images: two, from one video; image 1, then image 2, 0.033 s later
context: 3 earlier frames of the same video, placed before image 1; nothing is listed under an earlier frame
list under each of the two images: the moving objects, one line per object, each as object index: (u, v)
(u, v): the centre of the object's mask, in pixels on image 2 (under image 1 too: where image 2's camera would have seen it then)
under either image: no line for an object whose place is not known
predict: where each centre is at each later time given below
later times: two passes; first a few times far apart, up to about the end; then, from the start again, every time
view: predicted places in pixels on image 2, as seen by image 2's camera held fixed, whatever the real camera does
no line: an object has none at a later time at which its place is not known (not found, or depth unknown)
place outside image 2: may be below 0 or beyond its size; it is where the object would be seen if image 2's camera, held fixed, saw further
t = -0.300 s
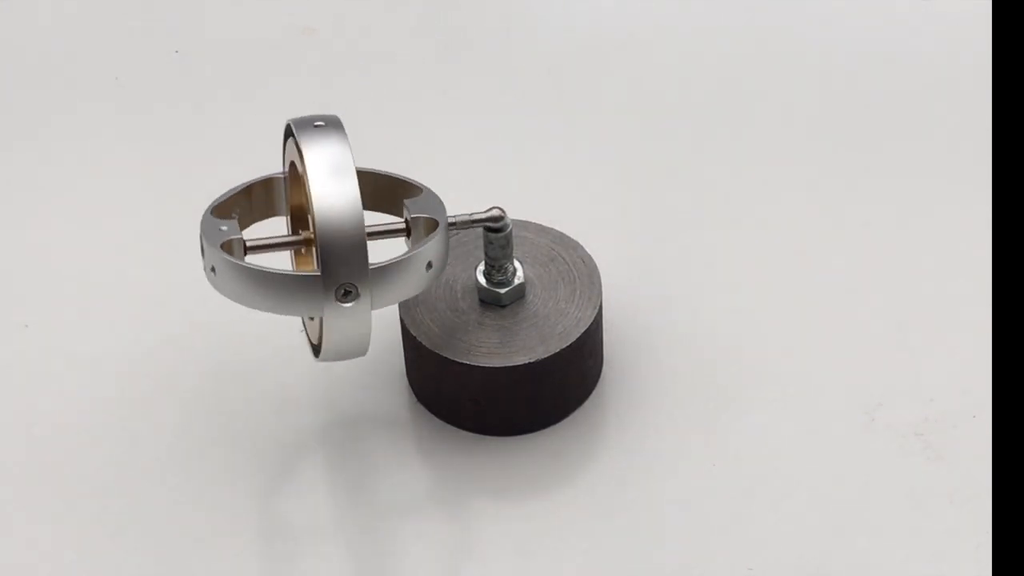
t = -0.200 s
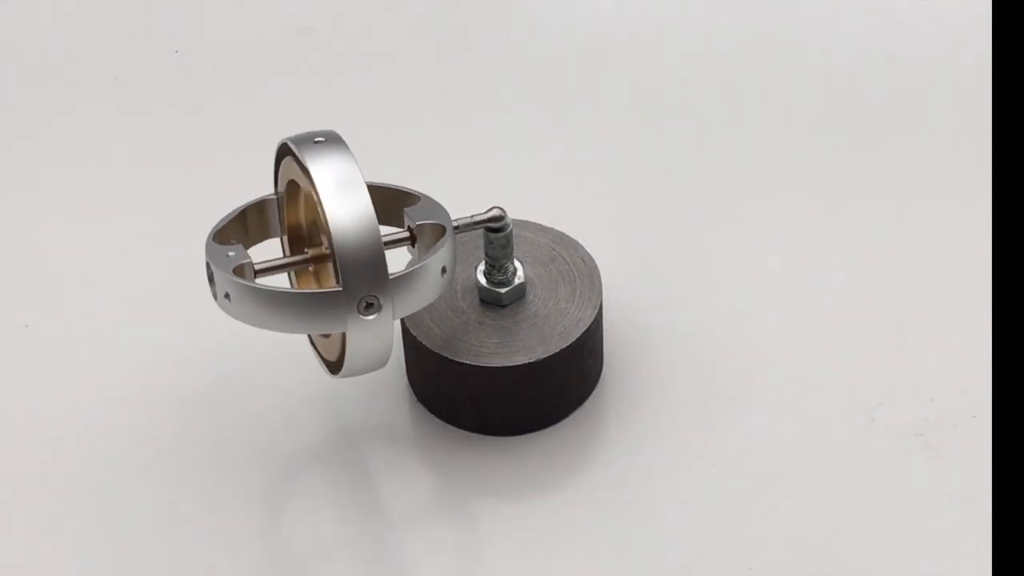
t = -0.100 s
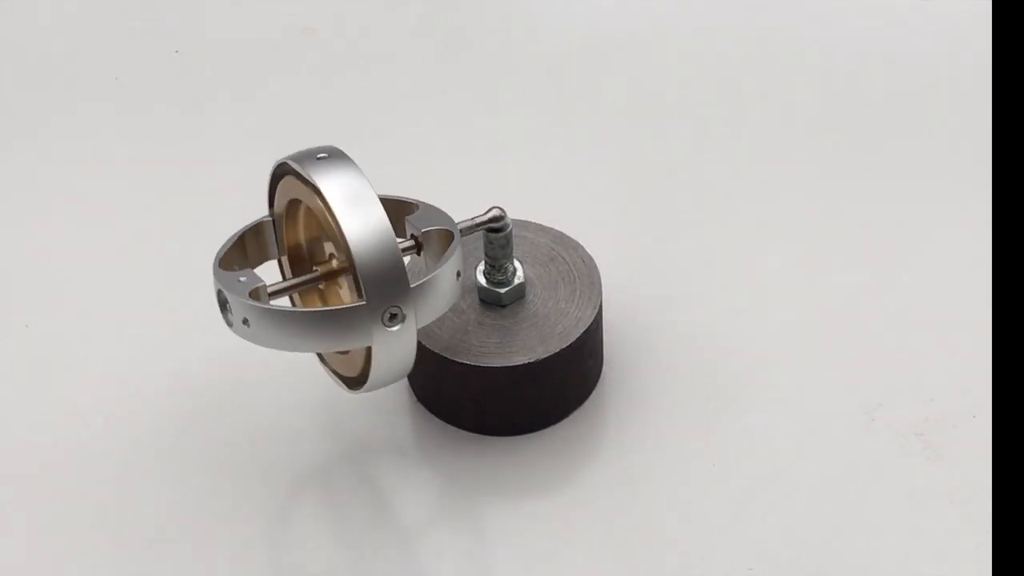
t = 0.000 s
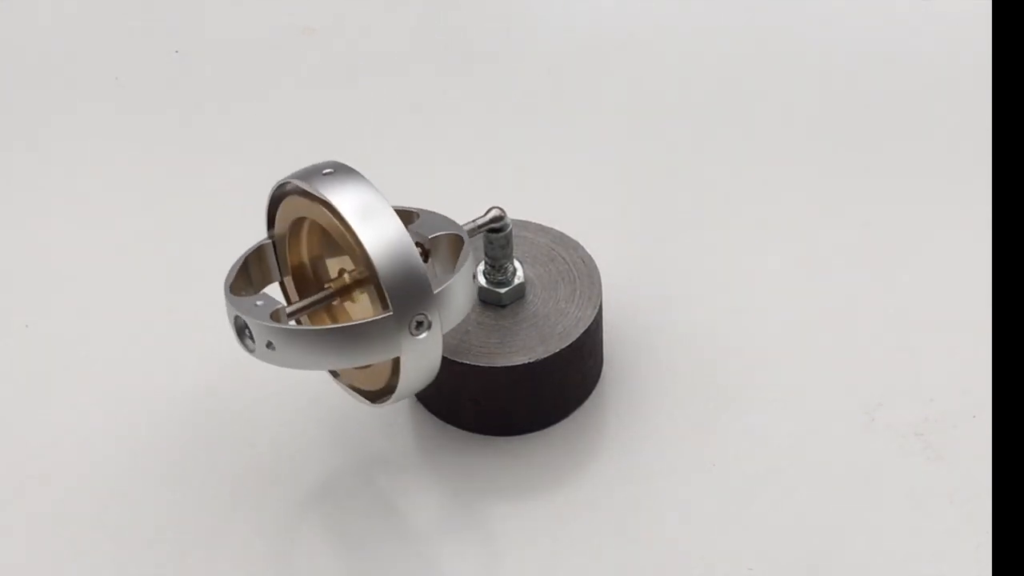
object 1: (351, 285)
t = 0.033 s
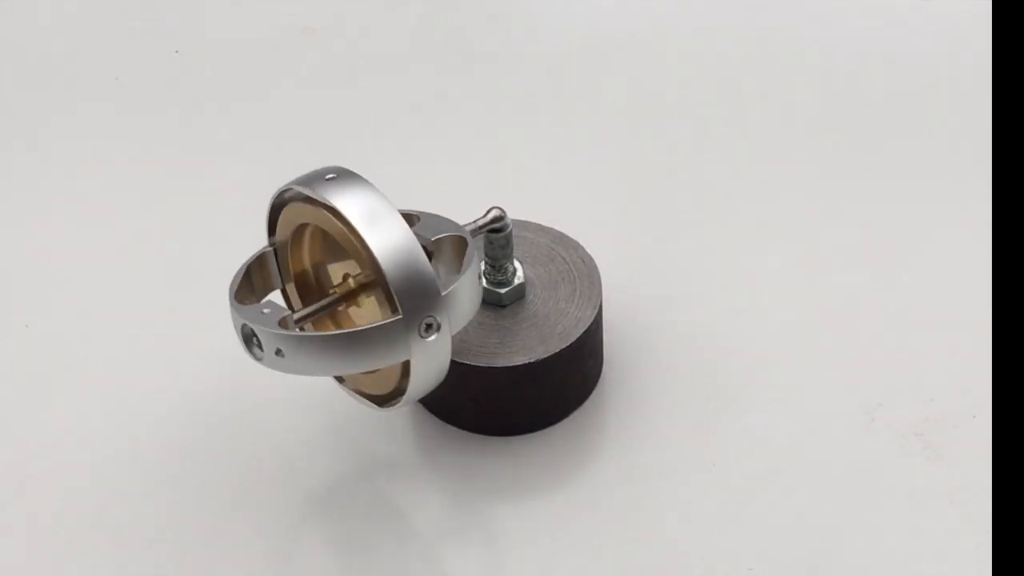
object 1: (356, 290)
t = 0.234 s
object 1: (389, 313)
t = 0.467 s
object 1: (439, 331)
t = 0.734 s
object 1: (501, 335)
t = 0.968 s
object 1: (561, 329)
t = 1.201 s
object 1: (610, 306)
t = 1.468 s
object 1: (649, 269)
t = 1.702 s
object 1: (667, 231)
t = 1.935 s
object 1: (666, 192)
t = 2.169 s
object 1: (650, 155)
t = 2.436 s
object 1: (613, 121)
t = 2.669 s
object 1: (568, 101)
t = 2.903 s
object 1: (520, 93)
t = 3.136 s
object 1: (468, 92)
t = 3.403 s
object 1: (410, 106)
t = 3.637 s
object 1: (368, 130)
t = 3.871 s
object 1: (338, 164)
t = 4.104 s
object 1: (323, 202)
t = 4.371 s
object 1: (327, 247)
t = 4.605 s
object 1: (349, 283)
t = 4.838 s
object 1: (387, 312)
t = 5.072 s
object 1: (436, 331)
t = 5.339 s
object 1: (501, 335)
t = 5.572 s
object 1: (561, 328)
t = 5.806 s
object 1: (611, 306)
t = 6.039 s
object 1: (647, 272)
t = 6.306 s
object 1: (667, 228)
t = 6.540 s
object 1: (666, 188)
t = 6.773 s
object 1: (647, 151)
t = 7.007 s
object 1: (613, 121)
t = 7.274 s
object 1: (561, 100)
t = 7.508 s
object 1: (511, 92)
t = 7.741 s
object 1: (457, 93)
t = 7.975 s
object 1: (407, 107)
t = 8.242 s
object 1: (359, 138)
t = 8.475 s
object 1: (332, 173)
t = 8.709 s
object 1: (321, 213)
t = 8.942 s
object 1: (329, 253)
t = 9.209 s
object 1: (360, 293)
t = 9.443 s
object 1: (403, 319)
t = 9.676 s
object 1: (457, 334)
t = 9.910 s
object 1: (514, 333)
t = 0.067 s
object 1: (361, 294)
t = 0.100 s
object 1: (366, 298)
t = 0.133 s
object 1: (372, 302)
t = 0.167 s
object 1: (377, 306)
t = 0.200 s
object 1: (383, 310)
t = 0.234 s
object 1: (389, 313)
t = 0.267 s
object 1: (396, 316)
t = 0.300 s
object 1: (402, 319)
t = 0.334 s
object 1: (409, 322)
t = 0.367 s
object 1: (416, 325)
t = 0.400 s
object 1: (424, 327)
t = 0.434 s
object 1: (431, 329)
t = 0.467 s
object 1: (439, 331)
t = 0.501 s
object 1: (446, 333)
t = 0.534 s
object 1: (454, 334)
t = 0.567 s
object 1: (462, 335)
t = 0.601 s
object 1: (470, 336)
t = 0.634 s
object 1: (479, 334)
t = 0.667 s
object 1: (486, 335)
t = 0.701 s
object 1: (494, 335)
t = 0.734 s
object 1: (501, 335)
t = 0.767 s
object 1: (509, 334)
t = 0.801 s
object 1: (516, 333)
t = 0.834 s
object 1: (522, 331)
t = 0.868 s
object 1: (527, 330)
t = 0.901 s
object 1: (544, 332)
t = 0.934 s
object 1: (552, 331)
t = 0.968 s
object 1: (561, 329)
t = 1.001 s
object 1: (569, 326)
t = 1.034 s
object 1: (576, 324)
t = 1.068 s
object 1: (583, 321)
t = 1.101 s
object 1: (590, 318)
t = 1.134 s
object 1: (597, 314)
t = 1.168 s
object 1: (603, 310)
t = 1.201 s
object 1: (610, 306)
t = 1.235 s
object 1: (616, 303)
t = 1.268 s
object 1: (622, 298)
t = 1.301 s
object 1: (627, 294)
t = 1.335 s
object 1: (632, 289)
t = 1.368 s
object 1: (637, 284)
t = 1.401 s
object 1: (641, 279)
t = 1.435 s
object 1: (645, 274)
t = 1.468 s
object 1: (649, 269)
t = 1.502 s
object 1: (653, 264)
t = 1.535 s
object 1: (656, 258)
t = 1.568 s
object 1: (659, 253)
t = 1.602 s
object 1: (661, 248)
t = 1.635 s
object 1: (664, 242)
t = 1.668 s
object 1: (665, 236)
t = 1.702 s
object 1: (667, 231)
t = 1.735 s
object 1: (668, 225)
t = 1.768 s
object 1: (668, 220)
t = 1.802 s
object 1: (669, 214)
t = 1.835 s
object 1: (669, 208)
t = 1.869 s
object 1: (668, 203)
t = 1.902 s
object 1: (668, 197)
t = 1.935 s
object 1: (666, 192)
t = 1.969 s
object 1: (665, 186)
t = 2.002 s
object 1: (663, 181)
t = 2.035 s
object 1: (661, 176)
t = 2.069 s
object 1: (659, 170)
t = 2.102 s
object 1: (656, 165)
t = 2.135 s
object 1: (653, 160)
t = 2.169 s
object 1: (650, 155)
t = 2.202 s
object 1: (646, 150)
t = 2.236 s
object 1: (642, 146)
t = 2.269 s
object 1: (638, 141)
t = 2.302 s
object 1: (633, 137)
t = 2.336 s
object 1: (628, 133)
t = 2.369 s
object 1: (623, 128)
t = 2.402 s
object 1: (618, 125)
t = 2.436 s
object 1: (613, 121)
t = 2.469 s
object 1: (607, 118)
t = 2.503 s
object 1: (601, 114)
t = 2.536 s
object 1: (595, 111)
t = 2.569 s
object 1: (588, 108)
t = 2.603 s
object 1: (582, 106)
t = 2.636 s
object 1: (575, 104)
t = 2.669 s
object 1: (568, 101)
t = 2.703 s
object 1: (562, 100)
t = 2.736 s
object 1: (555, 99)
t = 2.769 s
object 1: (548, 97)
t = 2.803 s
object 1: (540, 97)
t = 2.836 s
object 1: (533, 95)
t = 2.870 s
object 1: (527, 94)
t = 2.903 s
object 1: (520, 93)
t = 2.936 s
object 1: (513, 92)
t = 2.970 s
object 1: (506, 91)
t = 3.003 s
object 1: (498, 91)
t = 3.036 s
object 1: (491, 91)
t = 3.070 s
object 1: (483, 91)
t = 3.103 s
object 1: (475, 91)
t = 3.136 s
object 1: (468, 92)
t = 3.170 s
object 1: (460, 93)
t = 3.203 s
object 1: (453, 94)
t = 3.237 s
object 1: (445, 95)
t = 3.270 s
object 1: (438, 96)
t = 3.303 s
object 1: (431, 98)
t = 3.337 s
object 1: (423, 100)
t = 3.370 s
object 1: (417, 103)
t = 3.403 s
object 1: (410, 106)
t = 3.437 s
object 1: (403, 108)
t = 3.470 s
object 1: (397, 112)
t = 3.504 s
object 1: (391, 115)
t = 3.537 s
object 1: (385, 119)
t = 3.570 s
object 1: (379, 122)
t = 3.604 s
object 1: (373, 126)
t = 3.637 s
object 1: (368, 130)
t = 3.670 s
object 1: (363, 135)
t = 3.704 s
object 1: (358, 139)
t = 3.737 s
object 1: (353, 144)
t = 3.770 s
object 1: (349, 149)
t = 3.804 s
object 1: (345, 153)
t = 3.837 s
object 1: (341, 158)
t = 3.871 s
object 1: (338, 164)
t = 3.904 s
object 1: (335, 169)
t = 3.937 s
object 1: (332, 174)
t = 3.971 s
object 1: (329, 180)
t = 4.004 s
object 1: (327, 185)
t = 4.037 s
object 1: (325, 191)
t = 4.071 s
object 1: (324, 196)
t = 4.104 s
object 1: (323, 202)
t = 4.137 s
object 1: (322, 208)
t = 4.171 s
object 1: (321, 214)
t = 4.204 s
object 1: (322, 219)
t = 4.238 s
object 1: (322, 225)
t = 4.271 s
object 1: (323, 230)
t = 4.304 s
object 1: (324, 236)
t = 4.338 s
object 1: (325, 241)
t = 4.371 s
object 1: (327, 247)
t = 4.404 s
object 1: (328, 252)
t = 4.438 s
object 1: (331, 258)
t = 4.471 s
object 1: (334, 263)
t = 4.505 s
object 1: (337, 268)
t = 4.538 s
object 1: (340, 273)
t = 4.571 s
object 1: (344, 278)
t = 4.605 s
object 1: (349, 283)
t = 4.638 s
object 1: (353, 287)
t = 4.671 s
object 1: (358, 292)
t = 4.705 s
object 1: (363, 296)
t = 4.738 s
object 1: (369, 300)
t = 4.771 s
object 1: (374, 304)
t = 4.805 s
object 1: (380, 308)
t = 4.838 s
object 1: (387, 312)
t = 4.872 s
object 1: (393, 315)
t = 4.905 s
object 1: (400, 318)
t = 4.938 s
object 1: (407, 321)
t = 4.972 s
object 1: (414, 324)
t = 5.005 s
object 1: (421, 326)
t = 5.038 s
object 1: (429, 329)
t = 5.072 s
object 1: (436, 331)
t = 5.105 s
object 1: (444, 332)
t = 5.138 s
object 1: (452, 334)
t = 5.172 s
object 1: (461, 335)
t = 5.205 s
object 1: (468, 336)
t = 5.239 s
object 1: (476, 336)
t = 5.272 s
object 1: (485, 334)
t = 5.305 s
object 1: (493, 335)
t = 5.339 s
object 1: (501, 335)
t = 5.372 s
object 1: (509, 334)
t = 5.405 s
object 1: (516, 333)
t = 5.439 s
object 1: (522, 331)
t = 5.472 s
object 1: (528, 329)
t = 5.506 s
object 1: (544, 332)
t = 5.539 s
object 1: (552, 330)
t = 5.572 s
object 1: (561, 328)
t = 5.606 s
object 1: (569, 326)
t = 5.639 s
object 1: (576, 323)
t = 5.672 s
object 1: (584, 320)
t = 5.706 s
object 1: (591, 317)
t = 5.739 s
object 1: (598, 313)
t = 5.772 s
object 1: (604, 310)
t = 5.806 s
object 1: (611, 306)
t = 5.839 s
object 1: (617, 301)
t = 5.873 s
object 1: (623, 297)
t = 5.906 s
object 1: (628, 292)
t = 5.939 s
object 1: (633, 288)
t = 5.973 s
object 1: (638, 283)
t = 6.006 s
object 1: (643, 277)
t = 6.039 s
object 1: (647, 272)
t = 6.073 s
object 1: (651, 267)
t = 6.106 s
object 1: (654, 262)
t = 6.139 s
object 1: (657, 256)
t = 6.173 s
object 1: (660, 251)
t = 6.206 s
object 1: (662, 245)
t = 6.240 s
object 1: (664, 240)
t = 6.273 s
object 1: (666, 234)
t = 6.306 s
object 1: (667, 228)
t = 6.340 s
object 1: (668, 223)
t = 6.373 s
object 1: (668, 217)
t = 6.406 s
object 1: (669, 211)
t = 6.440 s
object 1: (668, 206)
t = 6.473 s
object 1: (668, 200)
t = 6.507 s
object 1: (667, 194)
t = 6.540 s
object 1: (666, 188)
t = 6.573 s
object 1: (664, 183)
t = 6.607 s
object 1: (662, 177)
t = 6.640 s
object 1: (660, 172)
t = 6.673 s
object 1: (657, 167)
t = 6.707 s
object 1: (654, 161)
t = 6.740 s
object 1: (650, 156)
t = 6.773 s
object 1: (647, 151)
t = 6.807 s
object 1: (643, 146)
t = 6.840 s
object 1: (638, 142)
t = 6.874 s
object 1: (634, 138)
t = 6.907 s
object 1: (629, 133)
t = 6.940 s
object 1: (624, 129)
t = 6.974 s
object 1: (619, 125)
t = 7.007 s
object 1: (613, 121)
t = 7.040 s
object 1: (607, 118)
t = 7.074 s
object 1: (601, 114)
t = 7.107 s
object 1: (595, 111)
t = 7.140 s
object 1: (589, 108)
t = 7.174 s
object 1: (582, 106)
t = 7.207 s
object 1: (575, 103)
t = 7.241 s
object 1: (569, 101)
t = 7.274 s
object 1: (561, 100)
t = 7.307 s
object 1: (554, 98)
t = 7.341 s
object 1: (547, 97)
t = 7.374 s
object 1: (540, 96)
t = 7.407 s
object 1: (532, 95)
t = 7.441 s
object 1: (525, 94)
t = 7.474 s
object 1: (518, 93)
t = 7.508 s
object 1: (511, 92)
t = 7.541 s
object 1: (504, 92)
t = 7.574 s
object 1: (496, 91)
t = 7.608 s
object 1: (489, 91)
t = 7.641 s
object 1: (481, 92)
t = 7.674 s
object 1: (473, 92)
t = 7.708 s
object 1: (465, 92)
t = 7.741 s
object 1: (457, 93)
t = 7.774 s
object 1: (450, 95)
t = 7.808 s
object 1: (442, 96)
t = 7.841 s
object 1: (435, 97)
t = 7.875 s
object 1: (427, 99)
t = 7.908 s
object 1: (421, 102)
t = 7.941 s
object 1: (414, 104)
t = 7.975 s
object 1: (407, 107)
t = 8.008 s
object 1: (400, 110)
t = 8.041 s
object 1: (393, 113)
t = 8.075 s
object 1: (387, 117)
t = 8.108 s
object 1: (381, 121)
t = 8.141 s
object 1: (375, 125)
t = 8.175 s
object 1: (370, 129)
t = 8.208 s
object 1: (364, 133)
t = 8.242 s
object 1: (359, 138)
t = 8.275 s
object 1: (354, 142)
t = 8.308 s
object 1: (350, 147)
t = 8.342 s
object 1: (346, 152)
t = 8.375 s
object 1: (342, 157)
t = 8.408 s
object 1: (338, 163)
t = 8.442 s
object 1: (335, 168)
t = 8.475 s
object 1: (332, 173)
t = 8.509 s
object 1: (330, 179)
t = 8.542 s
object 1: (327, 184)
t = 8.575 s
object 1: (326, 190)
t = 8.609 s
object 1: (324, 196)
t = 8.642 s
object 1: (323, 202)
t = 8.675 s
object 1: (322, 207)
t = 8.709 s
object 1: (321, 213)
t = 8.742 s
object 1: (322, 219)
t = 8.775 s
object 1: (322, 225)
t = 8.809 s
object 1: (323, 231)
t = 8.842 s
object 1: (324, 236)
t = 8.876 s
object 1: (325, 242)
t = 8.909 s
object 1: (327, 247)
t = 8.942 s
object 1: (329, 253)
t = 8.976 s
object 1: (331, 258)
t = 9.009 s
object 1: (334, 264)
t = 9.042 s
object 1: (338, 269)
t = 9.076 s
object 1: (341, 274)
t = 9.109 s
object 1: (345, 279)
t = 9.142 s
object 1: (350, 284)
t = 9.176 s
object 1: (355, 288)
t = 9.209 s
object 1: (360, 293)
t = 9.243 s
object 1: (365, 297)
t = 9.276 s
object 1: (371, 302)
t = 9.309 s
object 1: (377, 306)
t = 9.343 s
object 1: (383, 310)
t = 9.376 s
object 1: (389, 313)
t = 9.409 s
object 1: (396, 316)
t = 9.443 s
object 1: (403, 319)
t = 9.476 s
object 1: (410, 322)
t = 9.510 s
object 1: (417, 325)
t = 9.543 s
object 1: (425, 328)
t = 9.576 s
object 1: (433, 330)
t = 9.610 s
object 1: (441, 331)
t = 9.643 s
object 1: (449, 333)
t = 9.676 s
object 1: (457, 334)
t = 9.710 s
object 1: (466, 335)
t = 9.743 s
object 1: (474, 336)
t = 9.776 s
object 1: (483, 334)
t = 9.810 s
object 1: (490, 335)
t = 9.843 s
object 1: (498, 335)
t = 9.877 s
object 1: (506, 334)
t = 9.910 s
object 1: (514, 333)
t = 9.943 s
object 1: (521, 332)
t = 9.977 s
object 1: (526, 330)
